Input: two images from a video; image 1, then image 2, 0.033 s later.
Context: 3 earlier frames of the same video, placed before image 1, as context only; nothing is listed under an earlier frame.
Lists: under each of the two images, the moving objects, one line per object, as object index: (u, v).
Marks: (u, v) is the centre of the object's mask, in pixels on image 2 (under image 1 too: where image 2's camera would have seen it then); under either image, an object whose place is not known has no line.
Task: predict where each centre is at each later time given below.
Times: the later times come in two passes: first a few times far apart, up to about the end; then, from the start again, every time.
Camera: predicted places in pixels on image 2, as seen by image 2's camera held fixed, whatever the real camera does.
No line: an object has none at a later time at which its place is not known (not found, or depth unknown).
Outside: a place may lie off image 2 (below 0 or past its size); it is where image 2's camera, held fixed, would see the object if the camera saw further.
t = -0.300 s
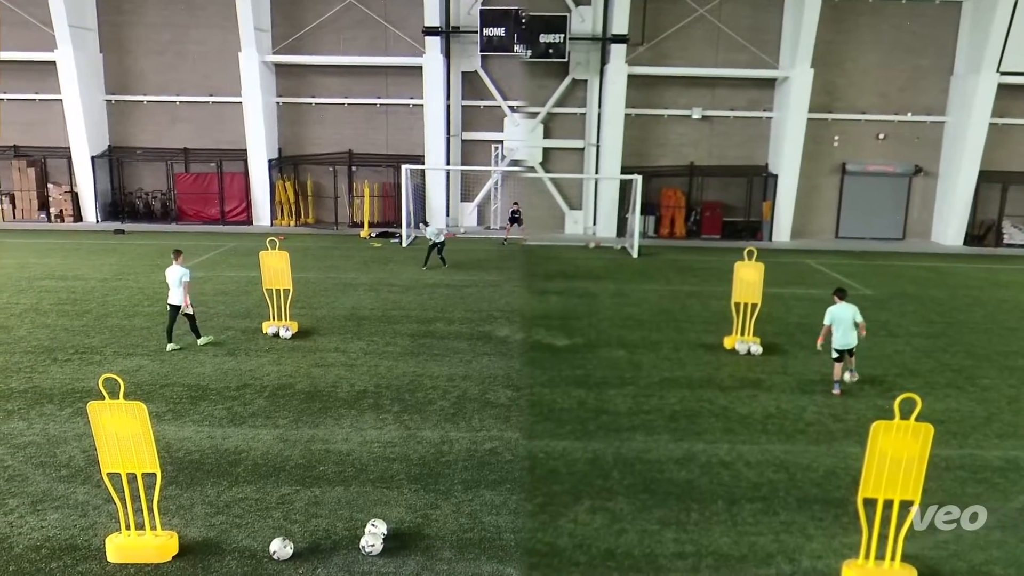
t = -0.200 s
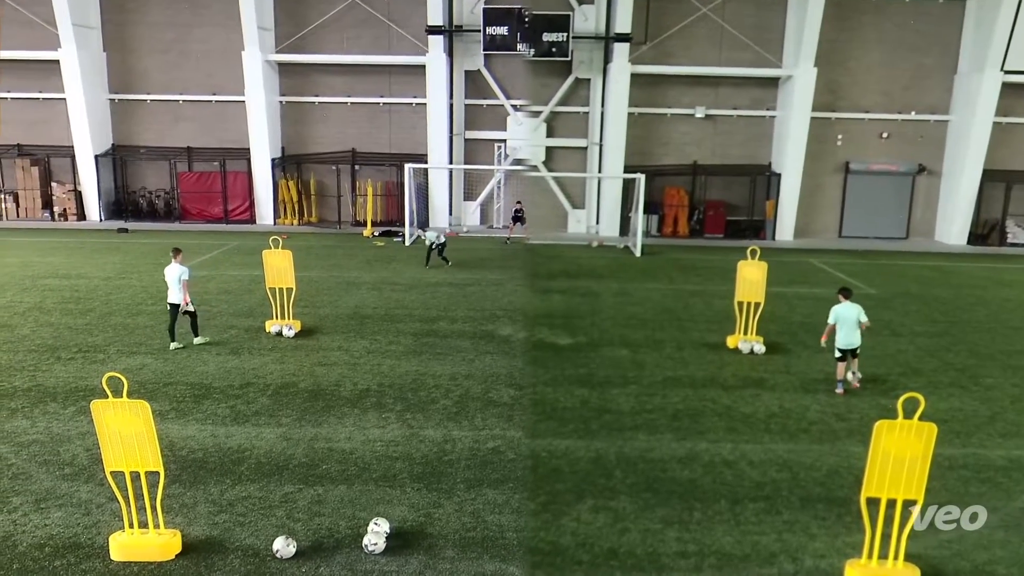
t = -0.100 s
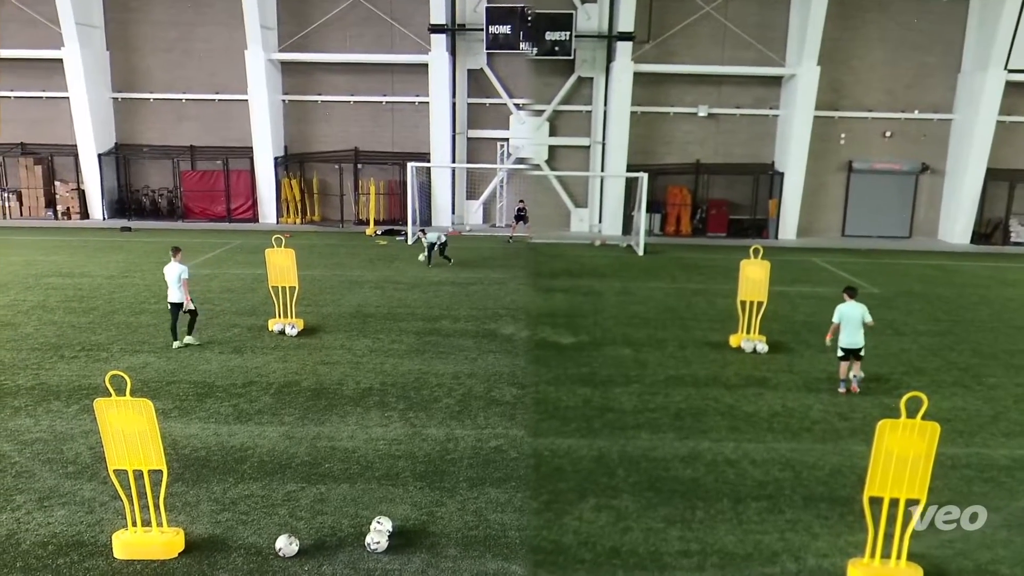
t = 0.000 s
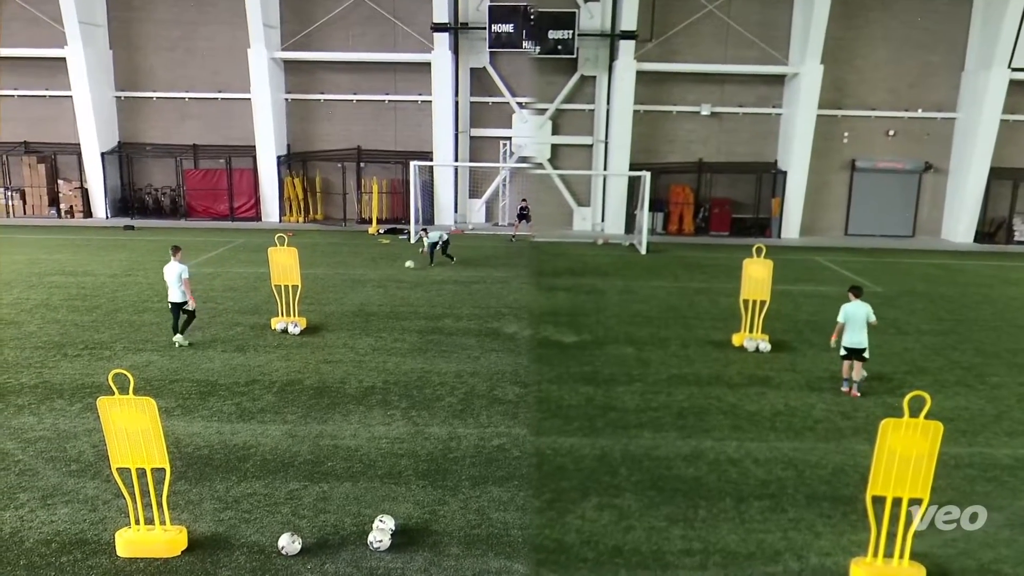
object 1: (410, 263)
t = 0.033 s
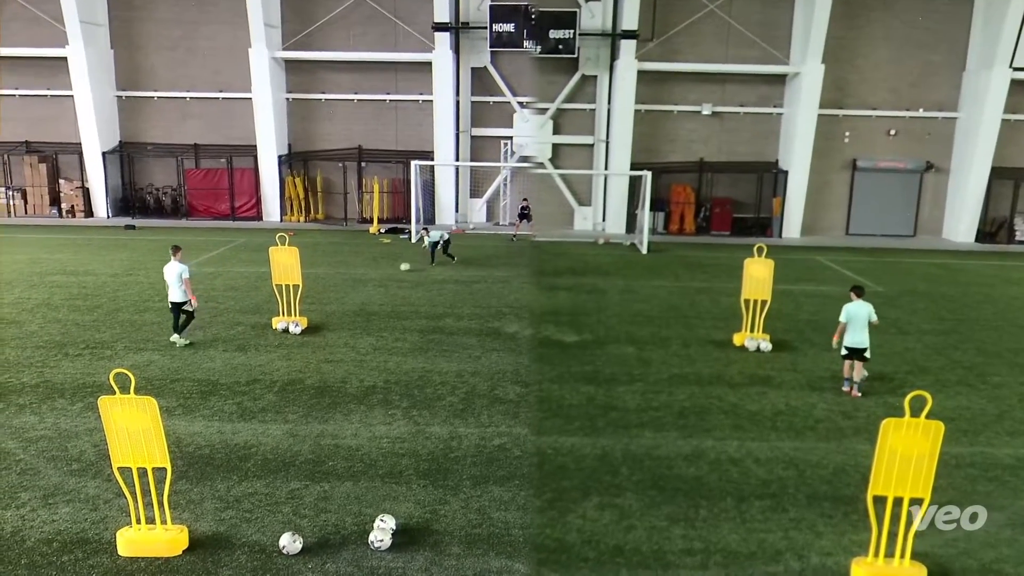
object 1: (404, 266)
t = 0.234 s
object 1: (371, 277)
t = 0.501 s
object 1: (326, 291)
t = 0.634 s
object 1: (302, 298)
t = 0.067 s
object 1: (399, 269)
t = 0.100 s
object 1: (393, 271)
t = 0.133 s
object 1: (388, 271)
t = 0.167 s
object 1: (383, 273)
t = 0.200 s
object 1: (377, 274)
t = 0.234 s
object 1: (371, 277)
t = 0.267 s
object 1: (366, 280)
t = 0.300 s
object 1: (360, 281)
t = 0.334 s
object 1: (354, 281)
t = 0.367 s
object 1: (349, 283)
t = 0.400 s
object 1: (343, 285)
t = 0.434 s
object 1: (337, 287)
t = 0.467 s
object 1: (331, 290)
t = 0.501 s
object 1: (326, 291)
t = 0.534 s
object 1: (320, 292)
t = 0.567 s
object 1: (313, 294)
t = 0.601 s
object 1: (308, 296)
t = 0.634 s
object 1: (302, 298)
